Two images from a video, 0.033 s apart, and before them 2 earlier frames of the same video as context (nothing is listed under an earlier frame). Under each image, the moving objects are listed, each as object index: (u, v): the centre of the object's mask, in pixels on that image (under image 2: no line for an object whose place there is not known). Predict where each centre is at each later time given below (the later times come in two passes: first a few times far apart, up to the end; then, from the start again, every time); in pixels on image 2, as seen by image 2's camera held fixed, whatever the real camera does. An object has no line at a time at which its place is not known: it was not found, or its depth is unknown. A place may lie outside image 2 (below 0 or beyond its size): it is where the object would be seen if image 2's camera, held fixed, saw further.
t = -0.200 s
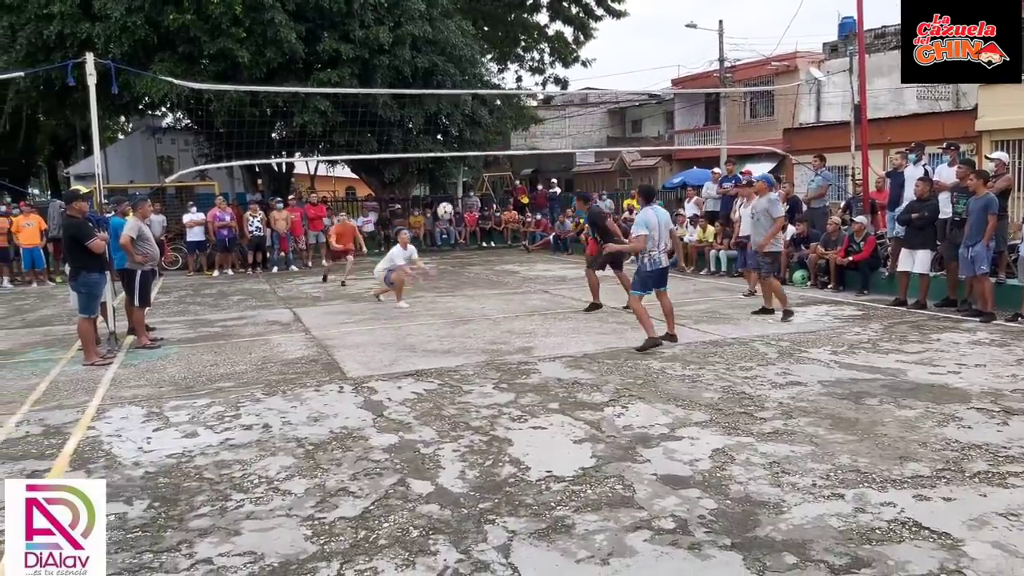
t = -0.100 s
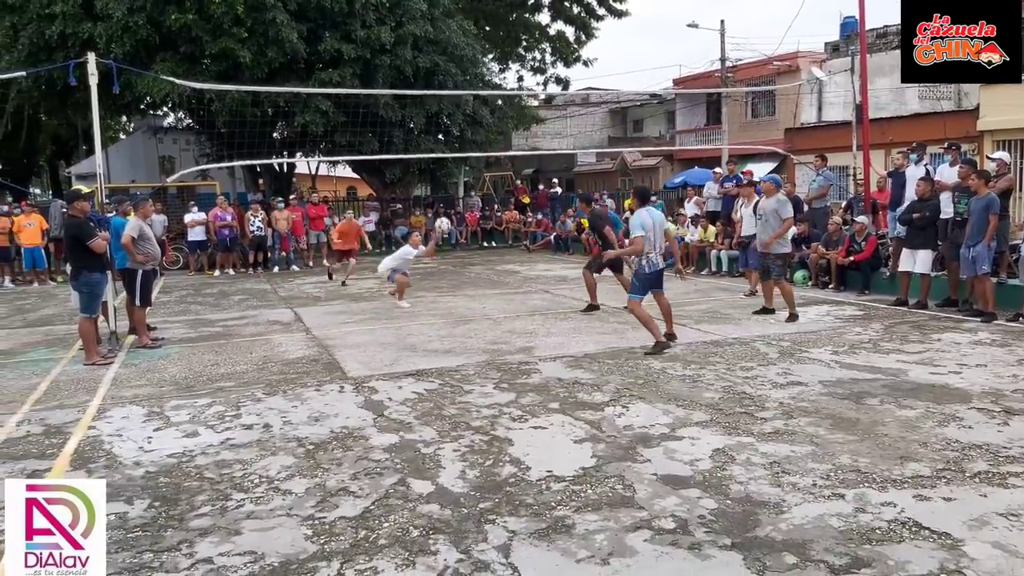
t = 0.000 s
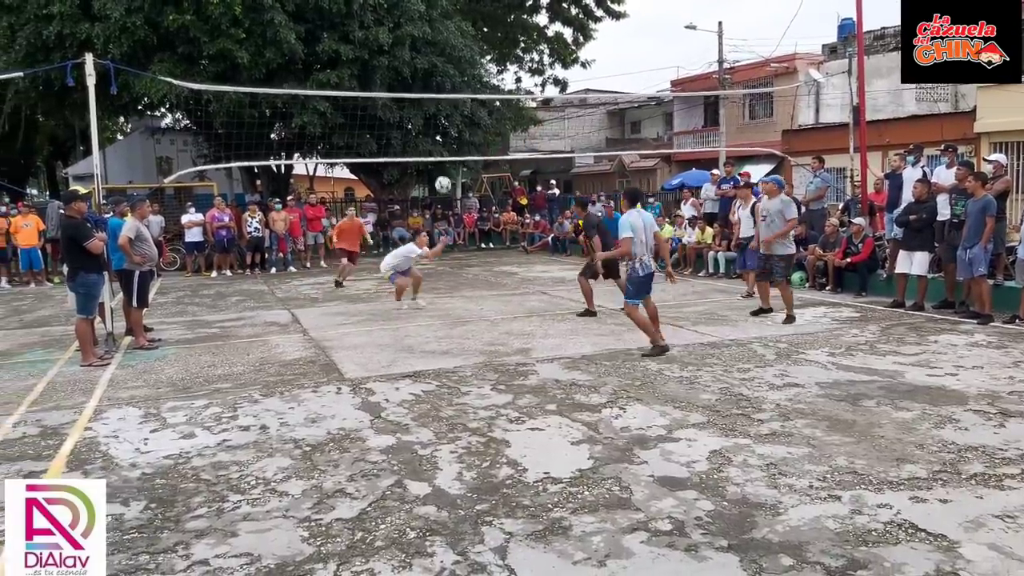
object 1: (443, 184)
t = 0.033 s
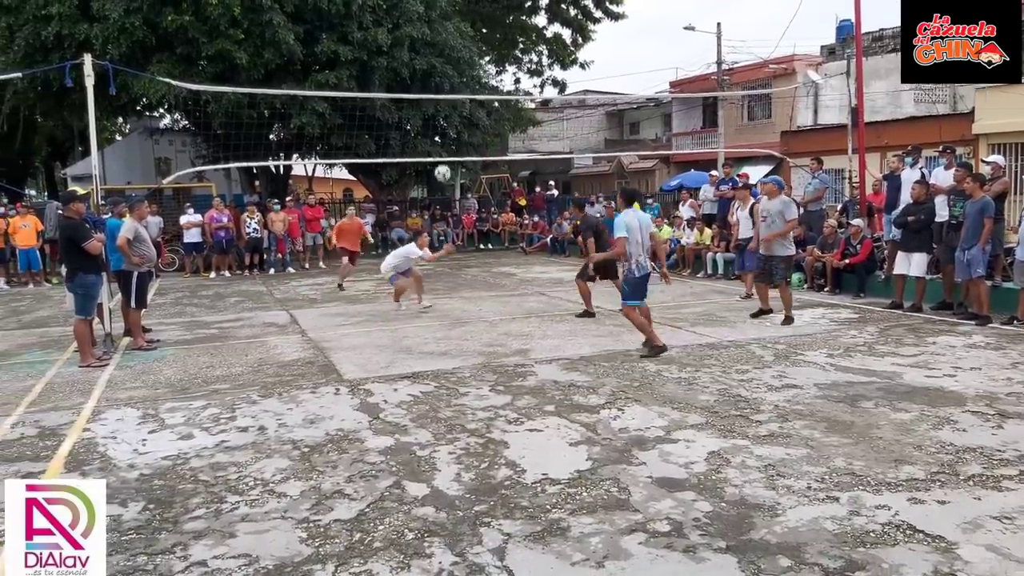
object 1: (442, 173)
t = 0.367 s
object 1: (453, 95)
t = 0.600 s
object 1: (461, 88)
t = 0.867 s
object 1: (471, 127)
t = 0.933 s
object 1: (474, 143)
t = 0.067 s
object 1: (443, 162)
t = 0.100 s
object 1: (444, 149)
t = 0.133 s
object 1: (446, 141)
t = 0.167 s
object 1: (447, 133)
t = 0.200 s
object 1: (448, 125)
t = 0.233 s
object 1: (448, 117)
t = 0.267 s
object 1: (450, 111)
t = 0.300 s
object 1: (451, 105)
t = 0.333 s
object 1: (452, 100)
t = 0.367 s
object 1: (453, 95)
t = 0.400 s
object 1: (454, 91)
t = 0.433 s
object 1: (456, 89)
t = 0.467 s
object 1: (457, 87)
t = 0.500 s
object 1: (457, 87)
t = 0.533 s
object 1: (459, 87)
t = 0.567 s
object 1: (460, 87)
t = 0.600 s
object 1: (461, 88)
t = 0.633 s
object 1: (462, 90)
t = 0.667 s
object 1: (464, 95)
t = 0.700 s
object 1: (465, 99)
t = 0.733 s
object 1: (466, 104)
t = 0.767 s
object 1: (467, 109)
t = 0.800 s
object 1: (469, 114)
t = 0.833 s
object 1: (470, 121)
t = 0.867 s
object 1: (471, 127)
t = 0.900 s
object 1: (473, 135)
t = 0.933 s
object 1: (474, 143)
